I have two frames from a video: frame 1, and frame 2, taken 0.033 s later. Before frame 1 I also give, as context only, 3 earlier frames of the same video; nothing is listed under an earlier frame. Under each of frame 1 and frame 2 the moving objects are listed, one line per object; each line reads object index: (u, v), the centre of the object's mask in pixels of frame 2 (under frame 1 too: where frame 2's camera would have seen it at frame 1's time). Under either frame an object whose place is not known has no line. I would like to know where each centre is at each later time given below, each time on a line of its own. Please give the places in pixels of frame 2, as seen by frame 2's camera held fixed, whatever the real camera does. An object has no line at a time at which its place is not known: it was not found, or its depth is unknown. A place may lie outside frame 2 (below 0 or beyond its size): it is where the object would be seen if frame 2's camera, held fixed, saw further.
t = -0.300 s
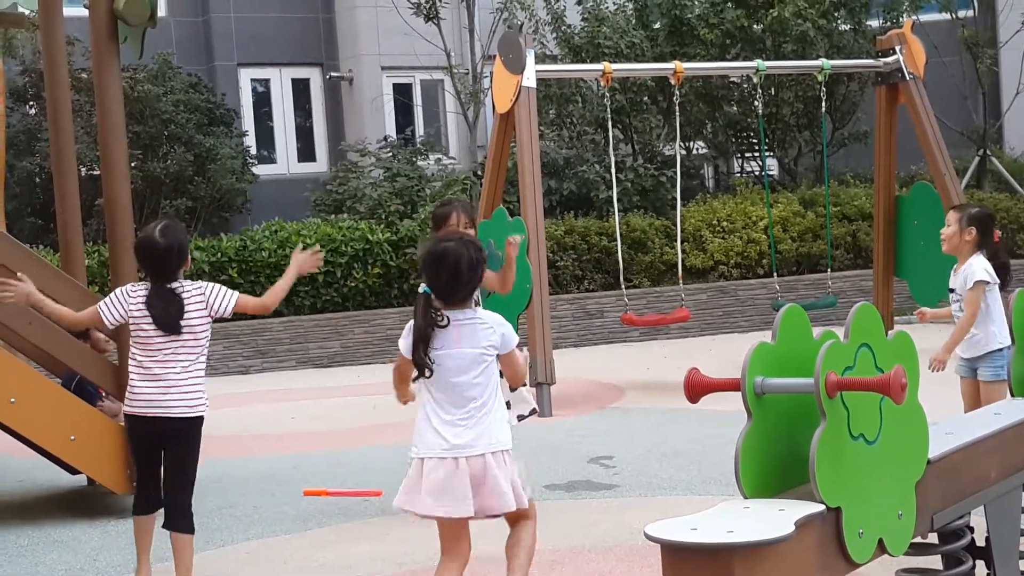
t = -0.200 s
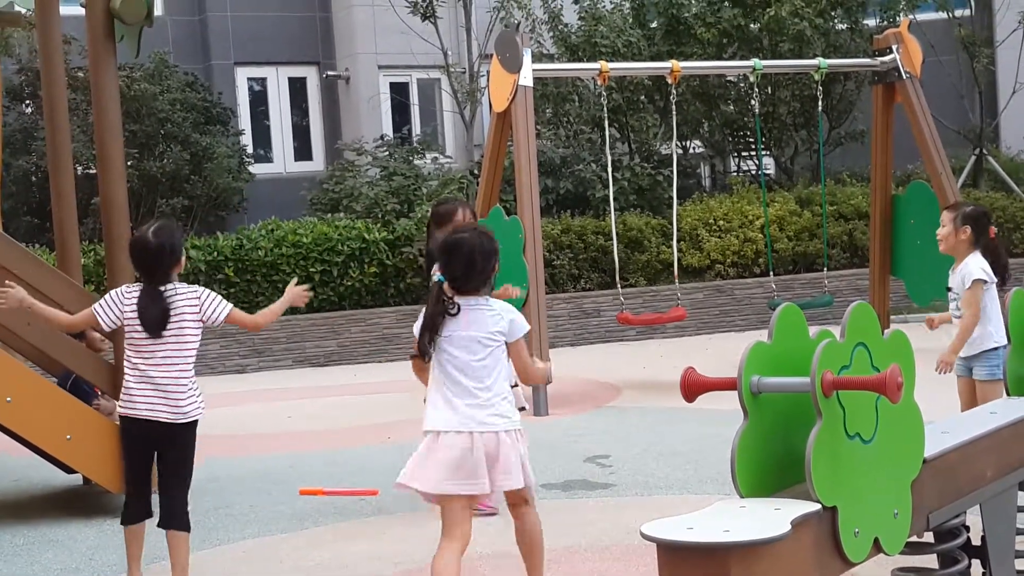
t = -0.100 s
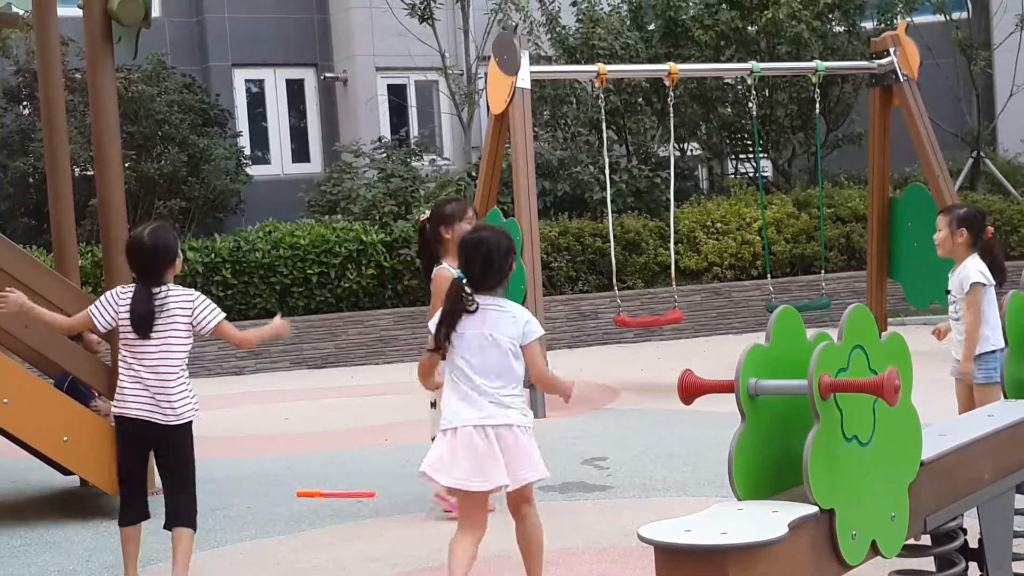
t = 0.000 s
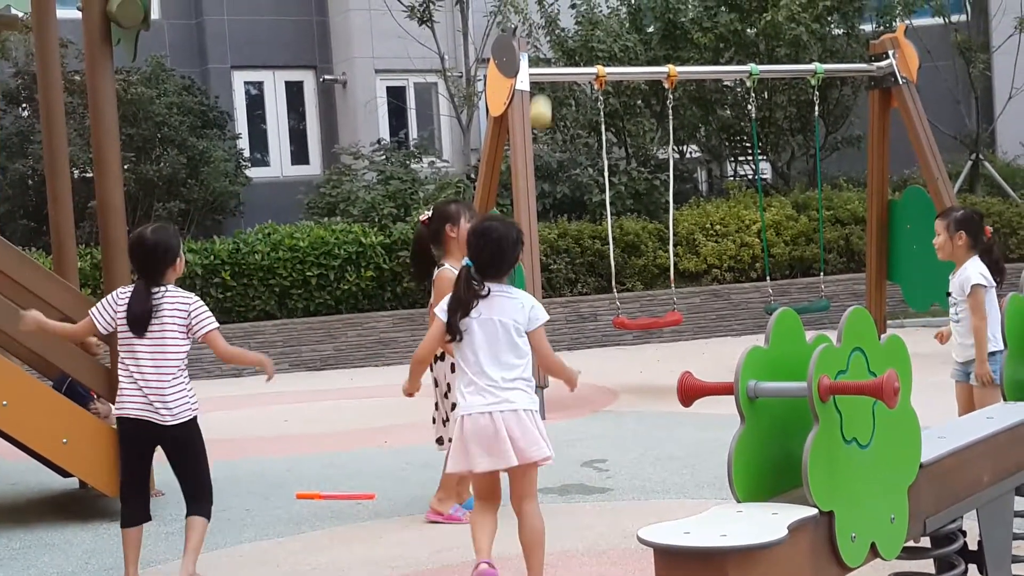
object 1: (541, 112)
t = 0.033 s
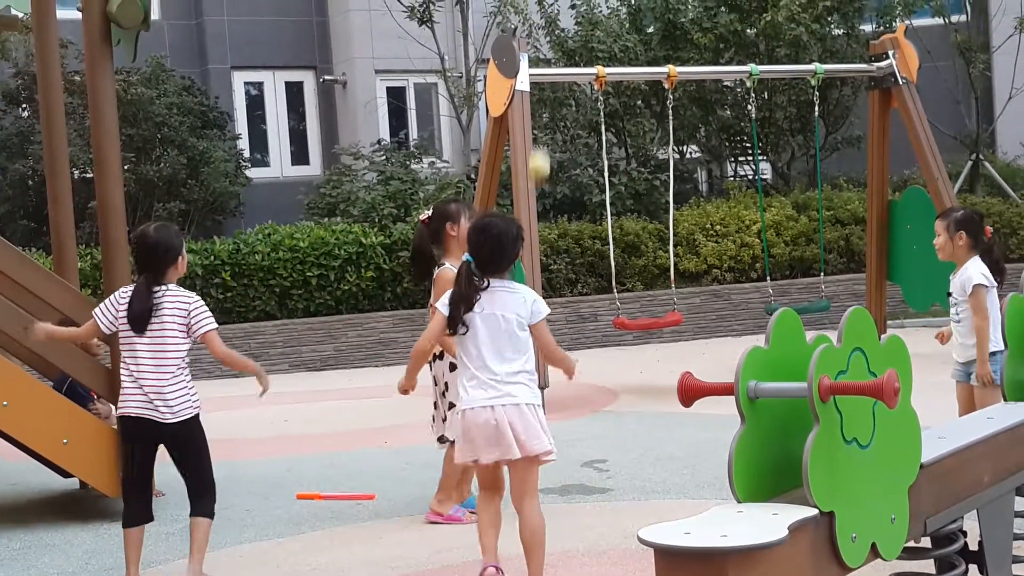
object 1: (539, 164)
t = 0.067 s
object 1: (538, 219)
